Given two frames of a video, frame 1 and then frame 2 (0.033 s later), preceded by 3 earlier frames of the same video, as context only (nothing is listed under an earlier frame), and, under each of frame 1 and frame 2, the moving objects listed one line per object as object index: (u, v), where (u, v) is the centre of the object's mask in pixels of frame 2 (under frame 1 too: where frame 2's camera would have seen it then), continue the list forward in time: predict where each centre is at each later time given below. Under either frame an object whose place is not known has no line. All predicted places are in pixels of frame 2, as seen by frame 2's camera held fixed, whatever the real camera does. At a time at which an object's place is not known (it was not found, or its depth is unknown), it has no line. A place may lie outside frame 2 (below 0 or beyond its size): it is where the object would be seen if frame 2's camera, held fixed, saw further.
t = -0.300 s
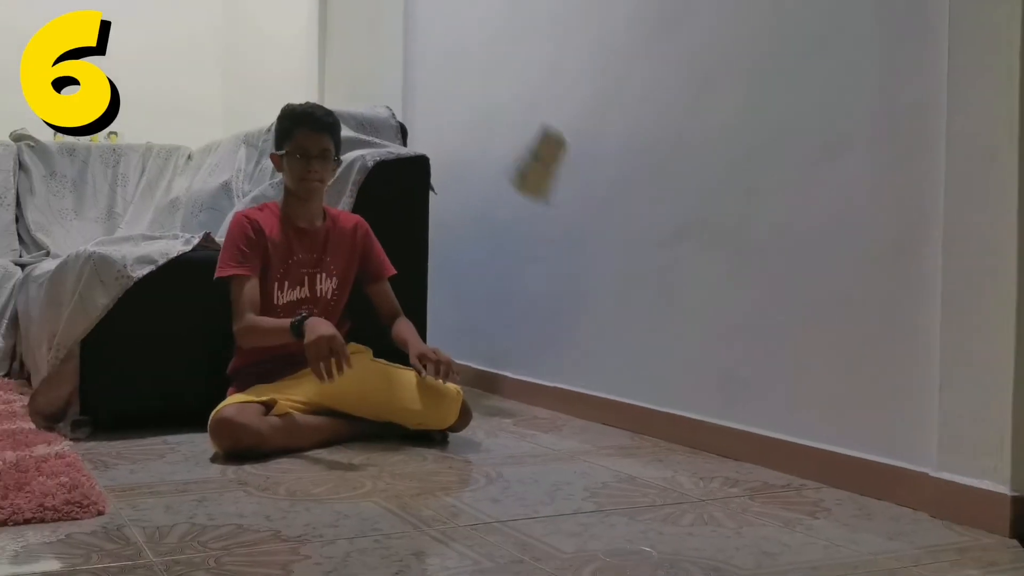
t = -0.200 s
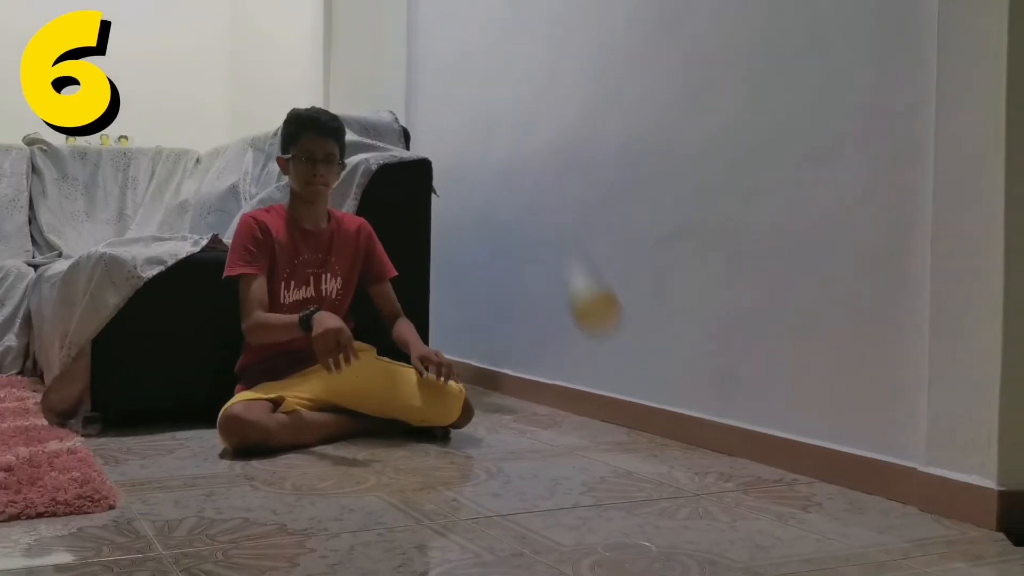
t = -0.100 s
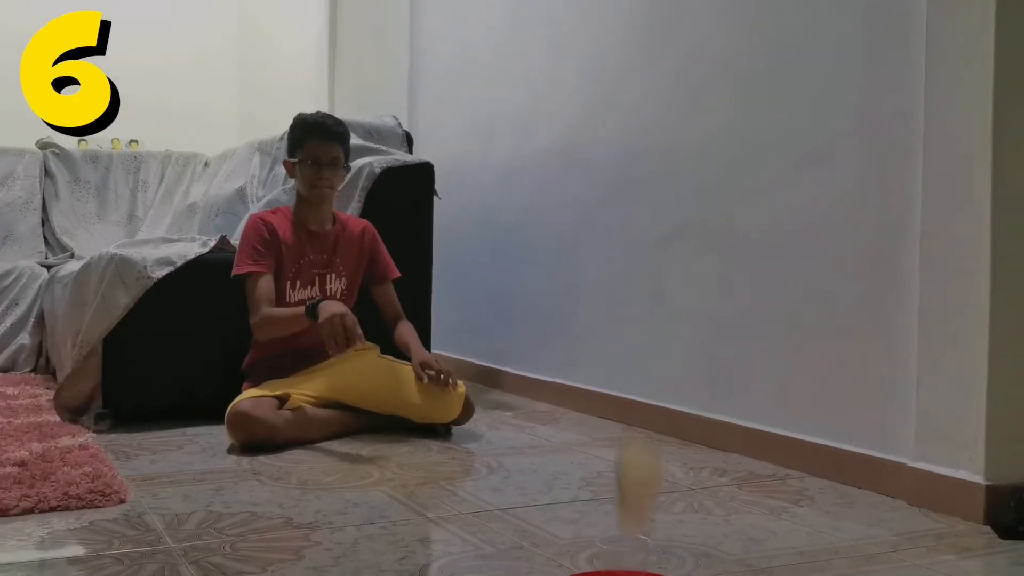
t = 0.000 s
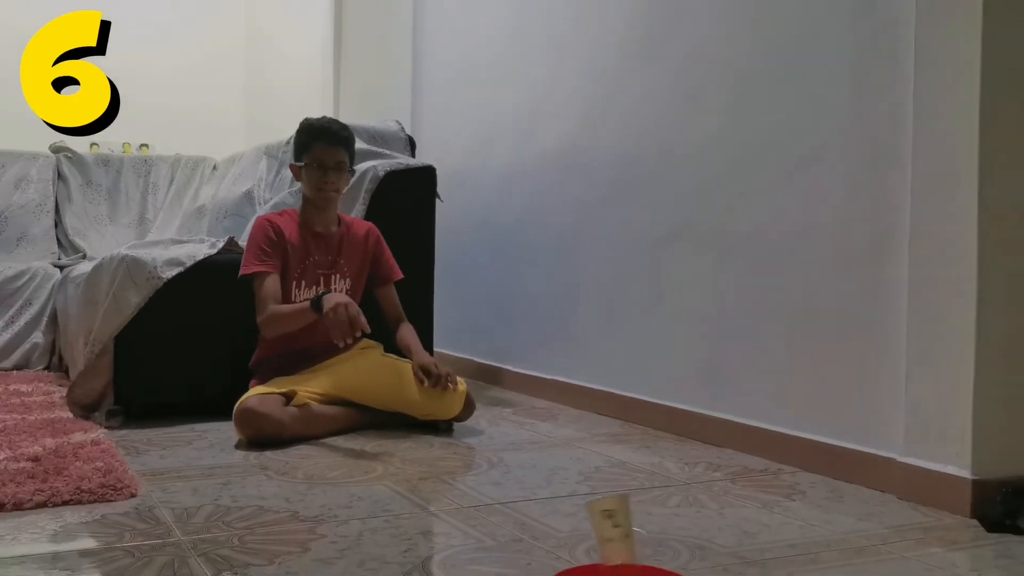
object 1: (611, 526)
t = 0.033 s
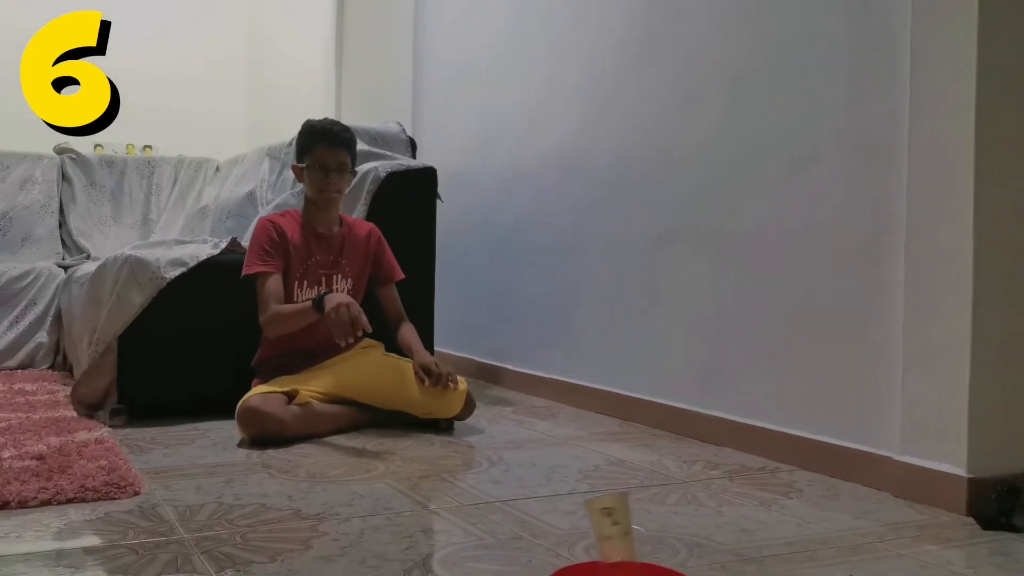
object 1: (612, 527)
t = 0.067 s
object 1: (619, 530)
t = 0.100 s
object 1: (626, 540)
